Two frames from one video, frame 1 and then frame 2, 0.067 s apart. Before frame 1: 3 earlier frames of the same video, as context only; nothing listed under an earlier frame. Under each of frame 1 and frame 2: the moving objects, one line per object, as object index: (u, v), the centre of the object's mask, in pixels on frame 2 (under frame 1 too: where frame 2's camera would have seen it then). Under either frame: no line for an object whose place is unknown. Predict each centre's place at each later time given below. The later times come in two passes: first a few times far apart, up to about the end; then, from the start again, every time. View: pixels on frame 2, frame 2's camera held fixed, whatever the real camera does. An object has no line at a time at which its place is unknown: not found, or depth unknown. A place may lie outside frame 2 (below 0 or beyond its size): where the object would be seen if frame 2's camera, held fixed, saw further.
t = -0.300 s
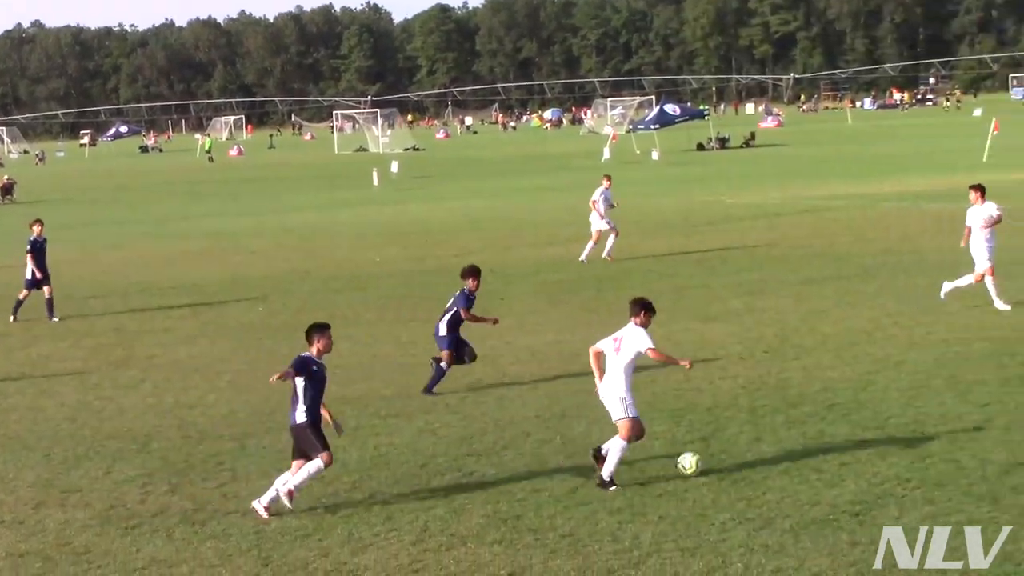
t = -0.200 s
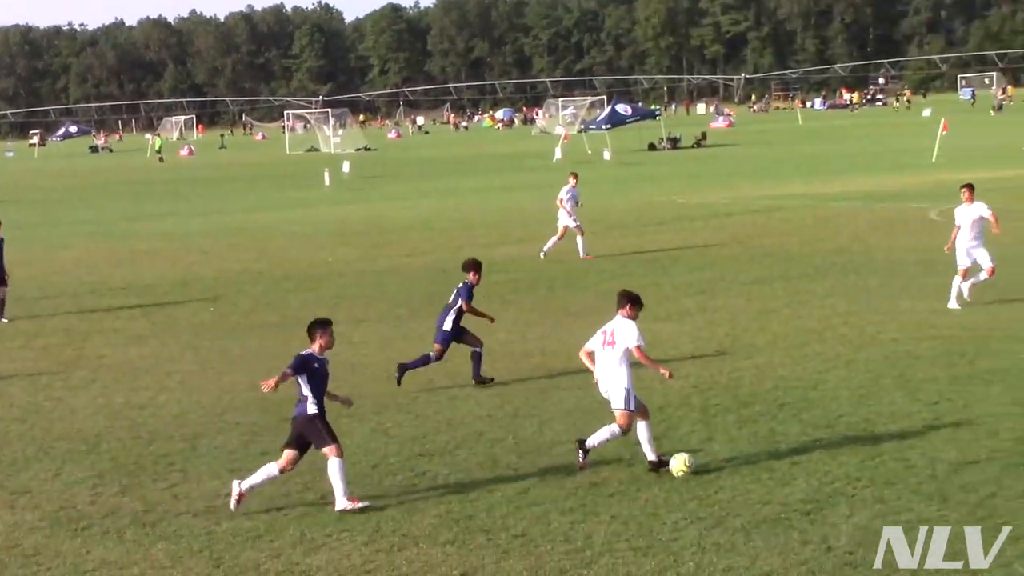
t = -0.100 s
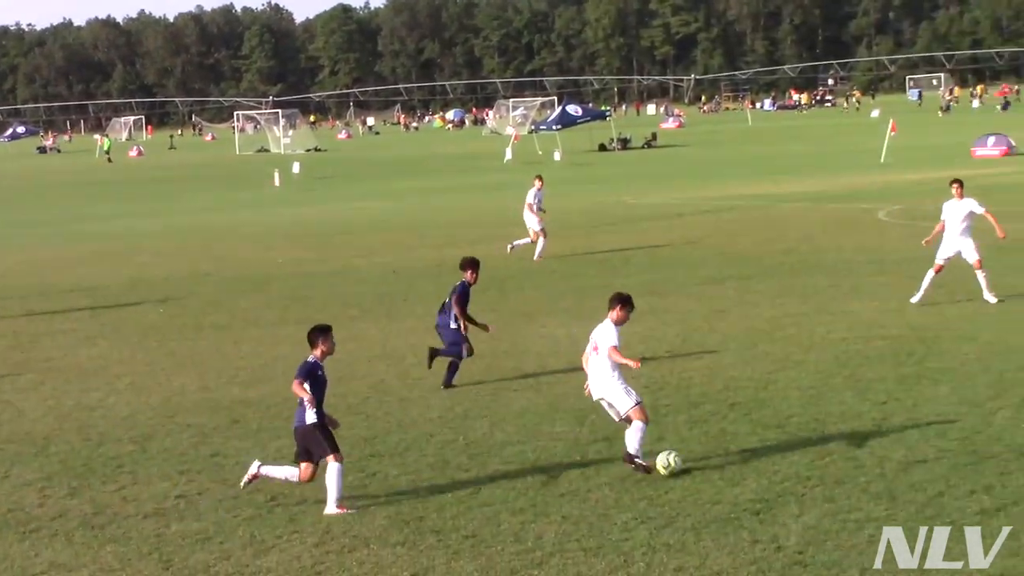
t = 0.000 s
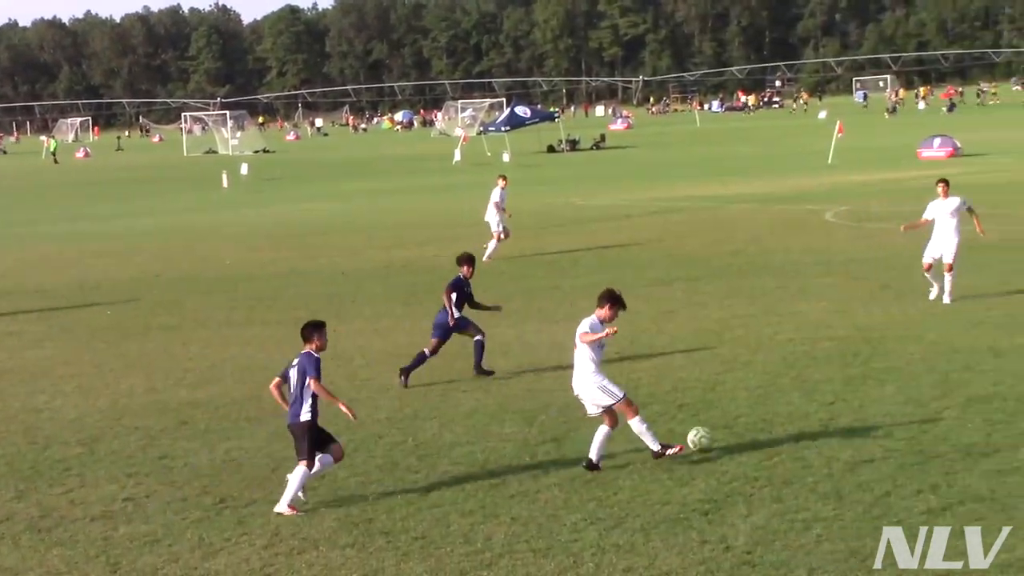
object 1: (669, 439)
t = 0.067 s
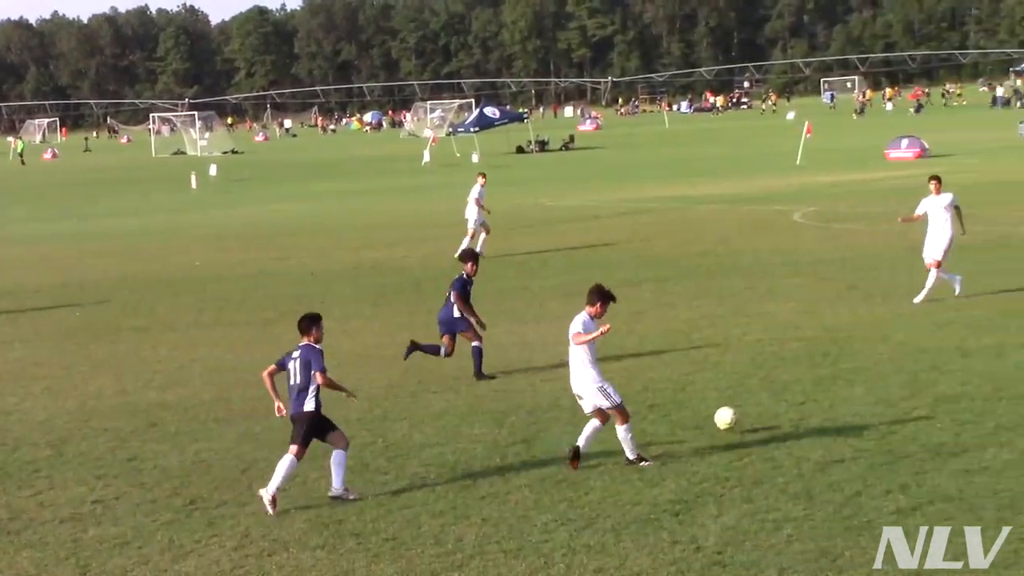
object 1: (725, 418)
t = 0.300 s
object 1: (870, 371)
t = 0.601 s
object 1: (984, 335)
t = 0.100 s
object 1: (750, 411)
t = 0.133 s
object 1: (774, 405)
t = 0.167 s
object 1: (796, 402)
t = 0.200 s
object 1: (817, 395)
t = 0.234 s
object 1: (835, 385)
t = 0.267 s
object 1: (853, 378)
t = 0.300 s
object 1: (870, 371)
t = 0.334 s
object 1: (886, 366)
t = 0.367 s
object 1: (900, 362)
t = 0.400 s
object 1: (914, 360)
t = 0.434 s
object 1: (929, 359)
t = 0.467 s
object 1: (941, 353)
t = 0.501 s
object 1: (953, 347)
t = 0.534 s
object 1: (964, 341)
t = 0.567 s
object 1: (973, 338)
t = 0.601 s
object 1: (984, 335)
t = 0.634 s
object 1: (994, 333)
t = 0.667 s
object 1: (1002, 331)
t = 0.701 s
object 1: (1011, 326)
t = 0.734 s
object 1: (1019, 322)
